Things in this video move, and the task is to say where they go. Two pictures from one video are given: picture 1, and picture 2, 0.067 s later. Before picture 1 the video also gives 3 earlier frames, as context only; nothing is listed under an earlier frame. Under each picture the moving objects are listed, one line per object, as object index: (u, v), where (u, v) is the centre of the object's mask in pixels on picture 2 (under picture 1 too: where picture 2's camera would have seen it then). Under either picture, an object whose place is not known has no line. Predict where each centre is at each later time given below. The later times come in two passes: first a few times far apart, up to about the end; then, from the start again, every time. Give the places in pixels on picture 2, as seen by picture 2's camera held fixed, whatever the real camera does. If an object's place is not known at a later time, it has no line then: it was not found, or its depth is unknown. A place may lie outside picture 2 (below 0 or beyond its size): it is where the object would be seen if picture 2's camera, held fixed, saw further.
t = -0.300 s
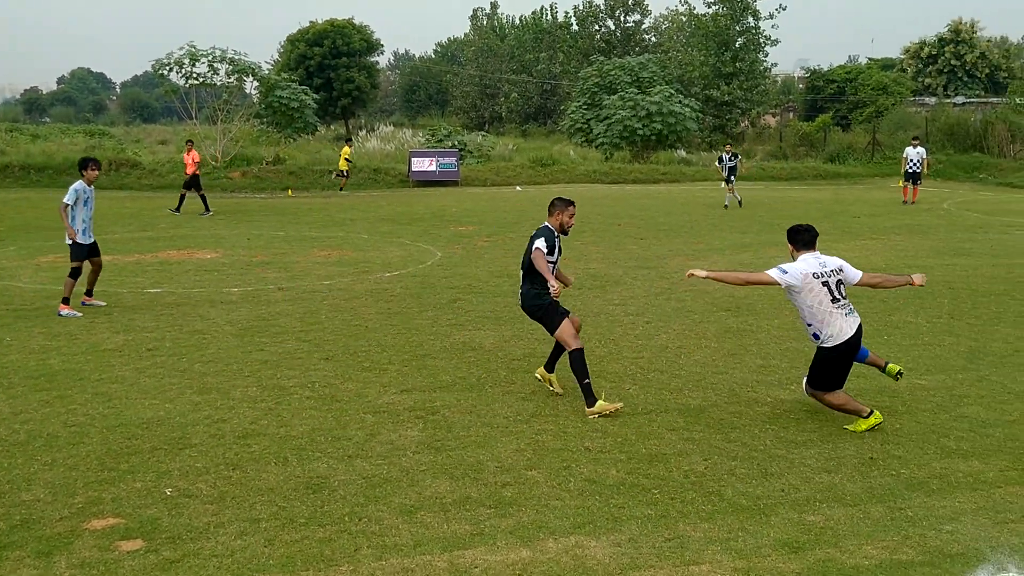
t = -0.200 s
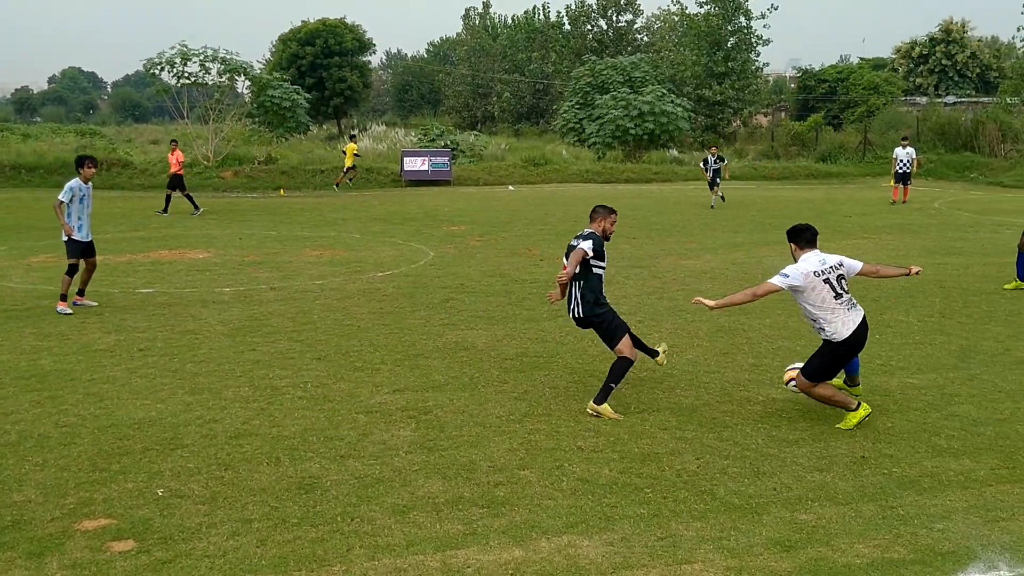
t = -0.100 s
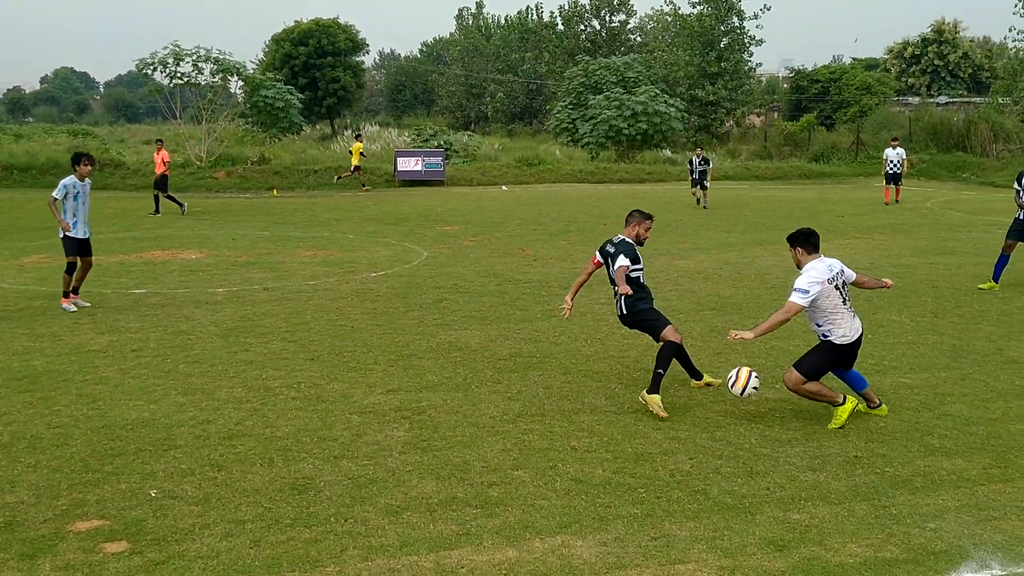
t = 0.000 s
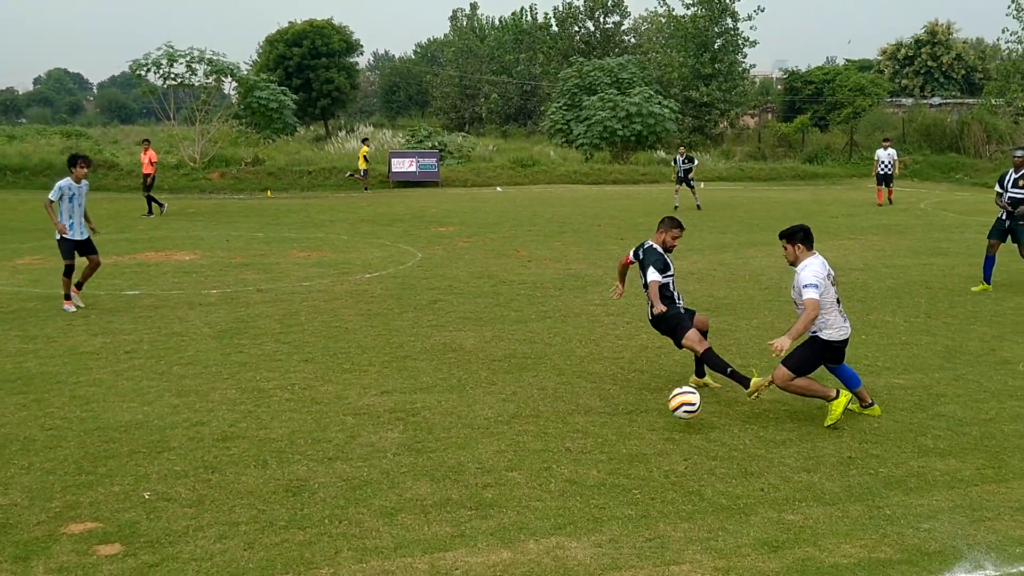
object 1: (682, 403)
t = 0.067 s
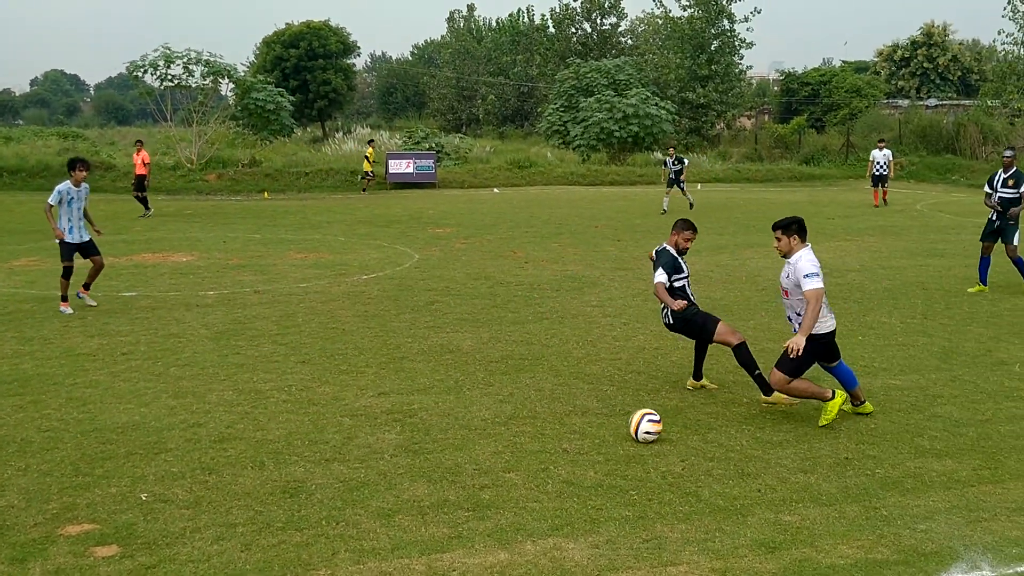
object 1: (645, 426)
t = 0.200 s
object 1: (595, 421)
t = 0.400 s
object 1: (520, 451)
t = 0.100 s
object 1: (631, 428)
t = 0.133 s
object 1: (619, 425)
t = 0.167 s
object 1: (608, 422)
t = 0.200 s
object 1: (595, 421)
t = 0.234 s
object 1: (583, 423)
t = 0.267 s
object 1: (571, 425)
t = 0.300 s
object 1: (559, 430)
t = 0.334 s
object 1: (546, 437)
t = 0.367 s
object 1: (533, 444)
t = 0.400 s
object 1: (520, 451)
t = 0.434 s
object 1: (511, 449)
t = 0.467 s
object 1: (501, 447)
